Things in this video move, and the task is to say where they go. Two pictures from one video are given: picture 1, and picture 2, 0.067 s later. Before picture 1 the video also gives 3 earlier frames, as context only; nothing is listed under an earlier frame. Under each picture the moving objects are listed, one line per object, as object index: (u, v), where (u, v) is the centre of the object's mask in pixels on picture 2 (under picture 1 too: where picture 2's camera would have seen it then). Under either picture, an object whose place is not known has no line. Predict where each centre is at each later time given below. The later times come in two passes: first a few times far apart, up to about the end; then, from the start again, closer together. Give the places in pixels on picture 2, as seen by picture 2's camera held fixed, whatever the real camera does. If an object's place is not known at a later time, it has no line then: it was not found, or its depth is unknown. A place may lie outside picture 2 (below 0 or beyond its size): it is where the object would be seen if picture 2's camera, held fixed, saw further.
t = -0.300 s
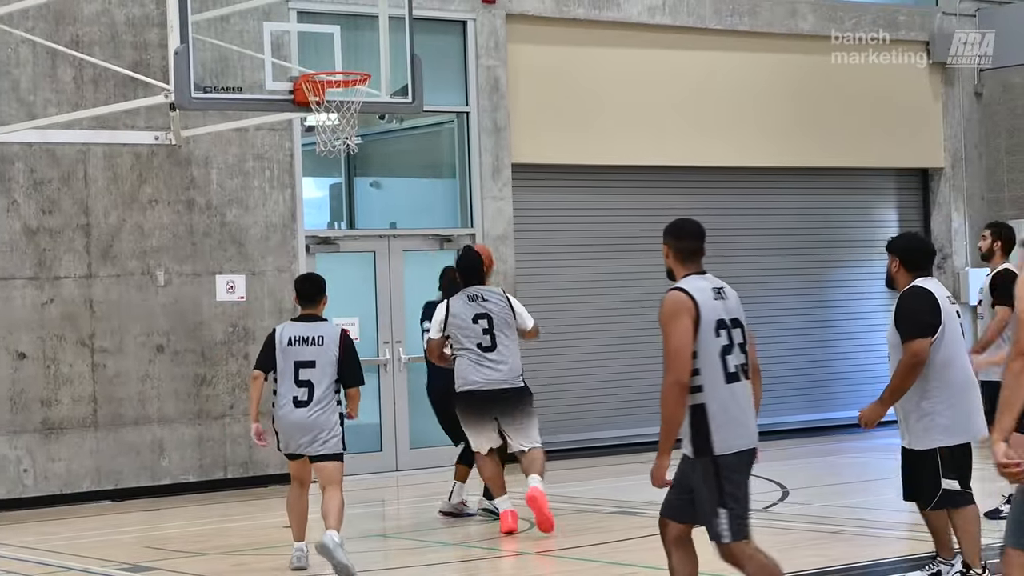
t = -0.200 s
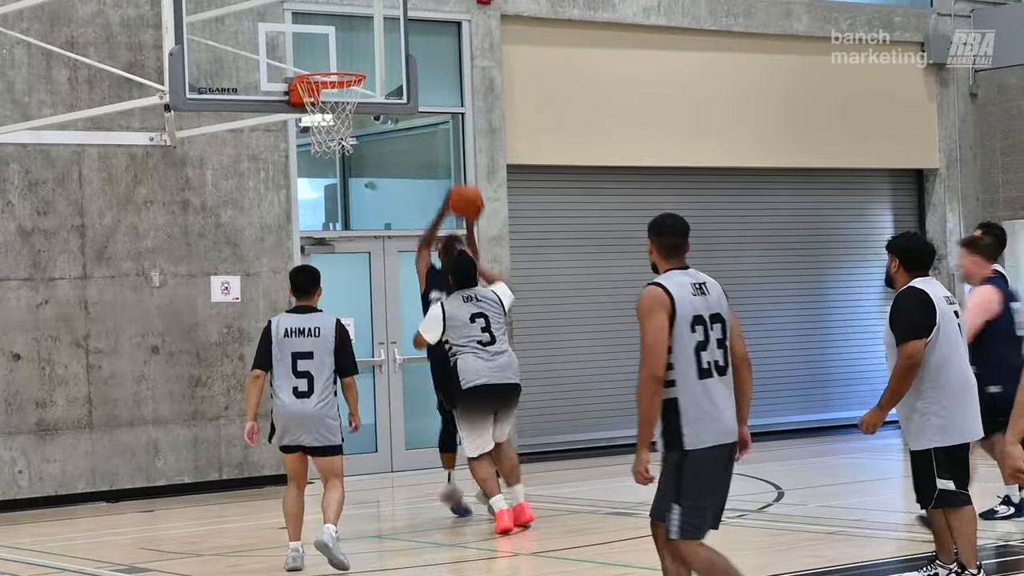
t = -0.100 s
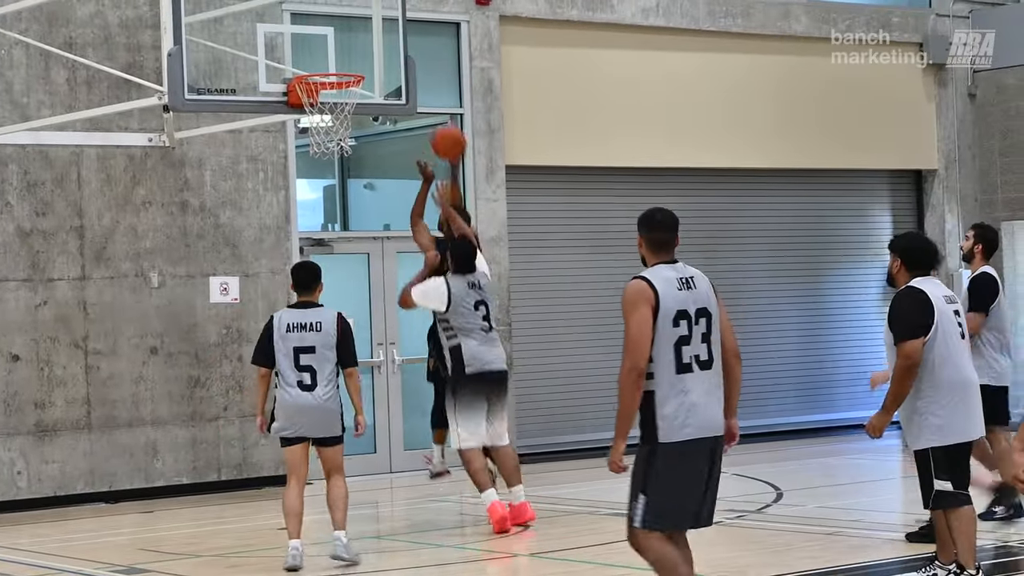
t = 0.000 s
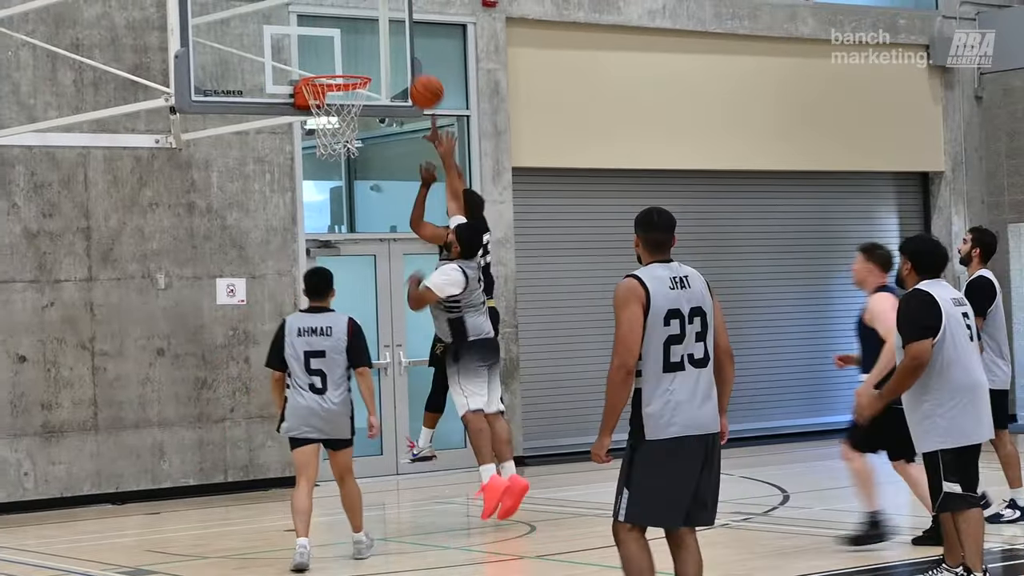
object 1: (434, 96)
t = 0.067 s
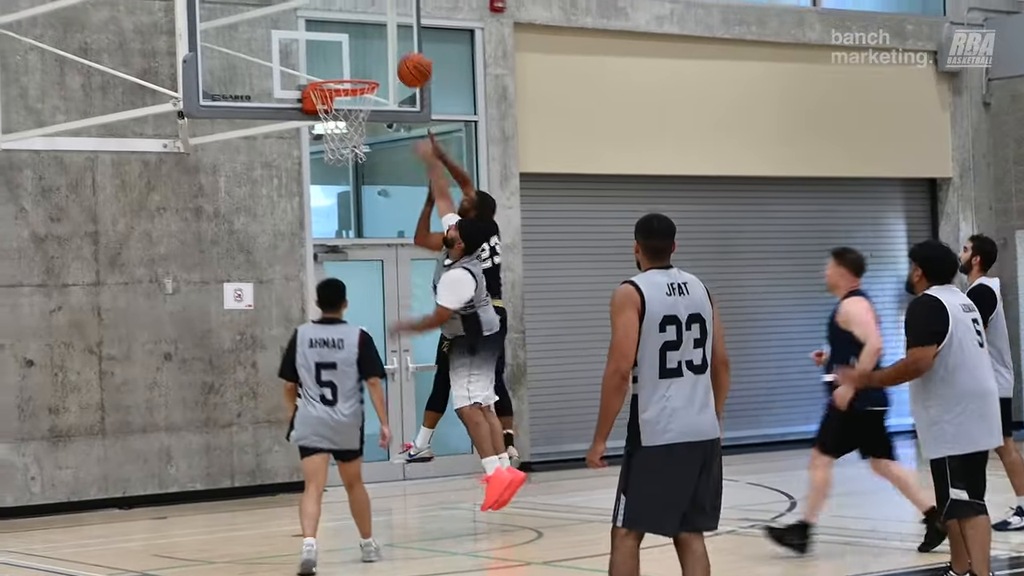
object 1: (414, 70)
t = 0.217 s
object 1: (372, 34)
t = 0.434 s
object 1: (334, 35)
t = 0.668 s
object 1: (334, 98)
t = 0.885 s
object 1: (365, 155)
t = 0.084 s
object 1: (410, 65)
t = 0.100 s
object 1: (405, 59)
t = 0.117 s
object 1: (400, 55)
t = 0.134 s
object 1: (395, 50)
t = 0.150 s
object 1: (391, 46)
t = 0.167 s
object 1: (386, 42)
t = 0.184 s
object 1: (381, 39)
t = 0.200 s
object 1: (376, 36)
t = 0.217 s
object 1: (372, 34)
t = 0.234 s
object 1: (367, 31)
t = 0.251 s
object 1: (362, 30)
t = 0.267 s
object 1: (357, 28)
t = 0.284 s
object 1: (353, 28)
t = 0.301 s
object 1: (348, 27)
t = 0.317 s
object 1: (343, 26)
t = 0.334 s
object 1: (339, 27)
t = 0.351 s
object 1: (338, 27)
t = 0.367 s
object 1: (337, 28)
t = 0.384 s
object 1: (337, 29)
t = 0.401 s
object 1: (336, 31)
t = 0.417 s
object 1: (335, 33)
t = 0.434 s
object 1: (334, 35)
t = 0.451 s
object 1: (334, 37)
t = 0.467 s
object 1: (333, 40)
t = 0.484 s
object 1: (332, 44)
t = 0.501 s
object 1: (331, 48)
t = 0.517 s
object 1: (331, 52)
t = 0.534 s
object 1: (330, 57)
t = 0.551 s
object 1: (329, 62)
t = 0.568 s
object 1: (329, 66)
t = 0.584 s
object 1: (328, 70)
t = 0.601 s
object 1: (327, 73)
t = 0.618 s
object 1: (327, 76)
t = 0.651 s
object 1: (339, 92)
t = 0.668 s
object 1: (334, 98)
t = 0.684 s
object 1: (335, 102)
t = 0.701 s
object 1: (337, 106)
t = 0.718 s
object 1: (338, 108)
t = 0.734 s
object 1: (343, 117)
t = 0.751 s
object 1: (345, 122)
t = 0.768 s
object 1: (348, 125)
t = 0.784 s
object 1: (351, 127)
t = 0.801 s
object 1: (354, 131)
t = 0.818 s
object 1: (356, 136)
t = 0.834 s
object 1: (358, 140)
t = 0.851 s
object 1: (359, 150)
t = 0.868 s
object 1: (362, 152)
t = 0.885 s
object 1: (365, 155)
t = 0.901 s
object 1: (367, 159)
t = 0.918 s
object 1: (369, 164)
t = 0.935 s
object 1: (371, 170)
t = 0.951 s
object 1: (373, 177)
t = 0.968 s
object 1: (375, 183)
